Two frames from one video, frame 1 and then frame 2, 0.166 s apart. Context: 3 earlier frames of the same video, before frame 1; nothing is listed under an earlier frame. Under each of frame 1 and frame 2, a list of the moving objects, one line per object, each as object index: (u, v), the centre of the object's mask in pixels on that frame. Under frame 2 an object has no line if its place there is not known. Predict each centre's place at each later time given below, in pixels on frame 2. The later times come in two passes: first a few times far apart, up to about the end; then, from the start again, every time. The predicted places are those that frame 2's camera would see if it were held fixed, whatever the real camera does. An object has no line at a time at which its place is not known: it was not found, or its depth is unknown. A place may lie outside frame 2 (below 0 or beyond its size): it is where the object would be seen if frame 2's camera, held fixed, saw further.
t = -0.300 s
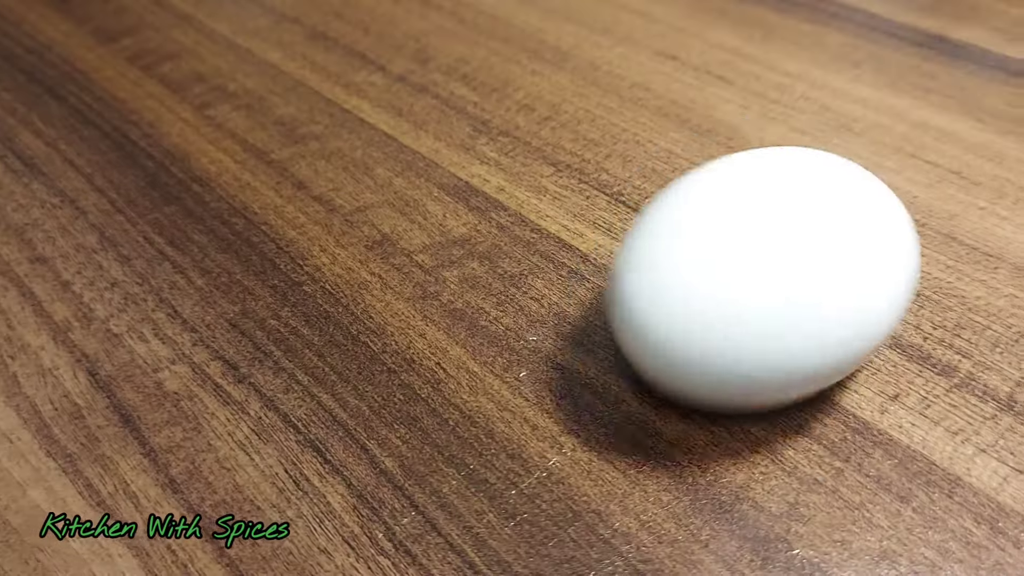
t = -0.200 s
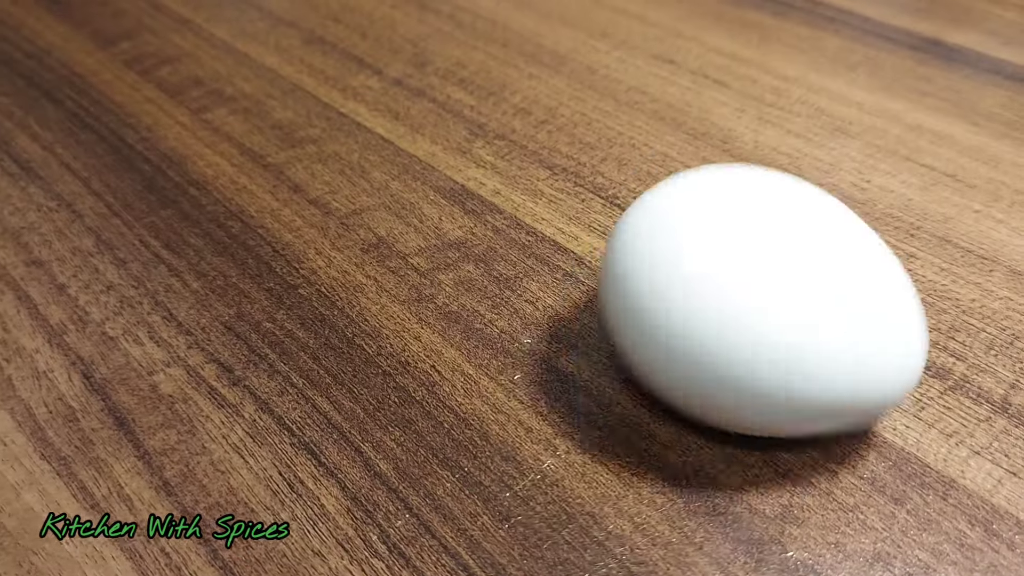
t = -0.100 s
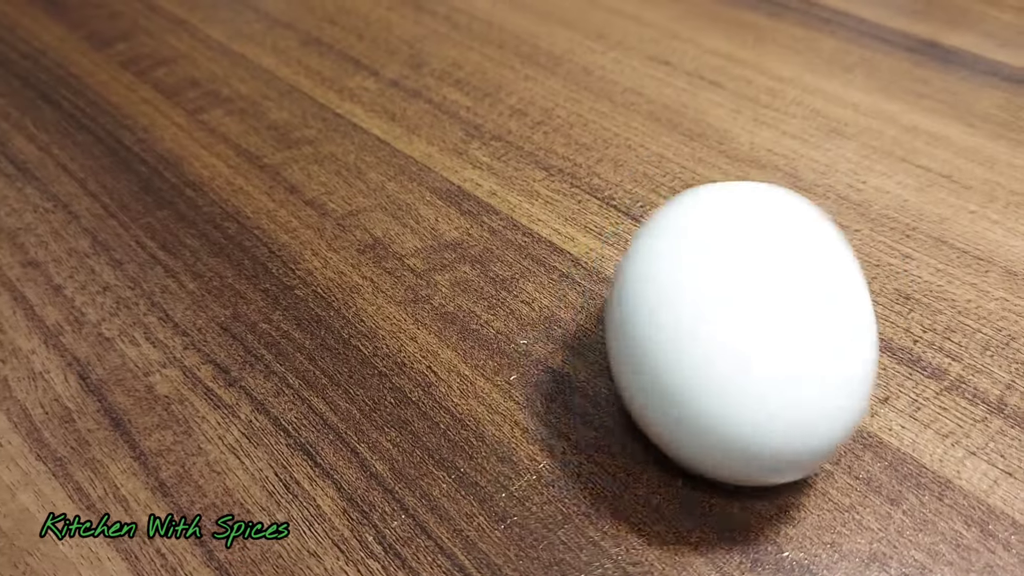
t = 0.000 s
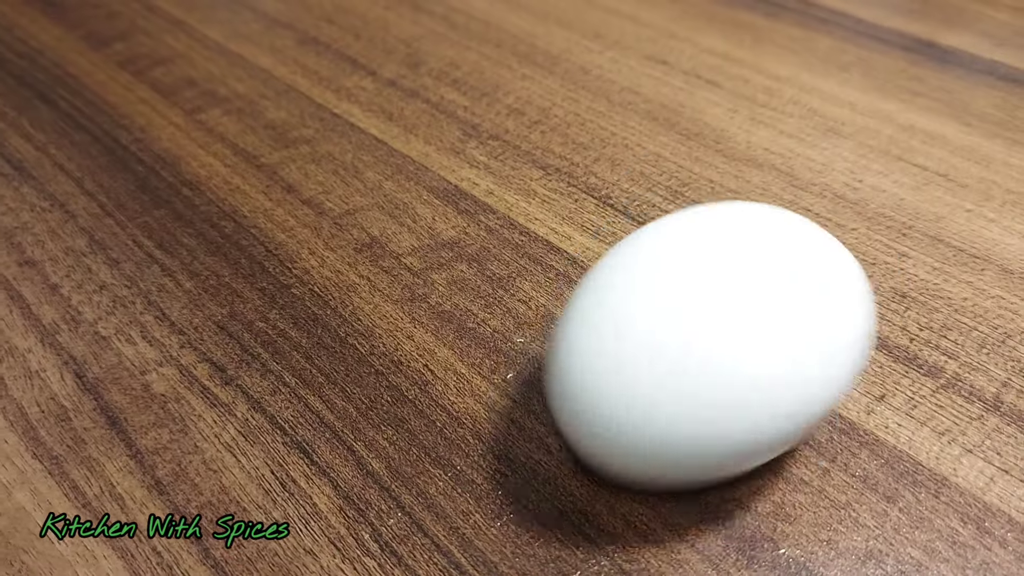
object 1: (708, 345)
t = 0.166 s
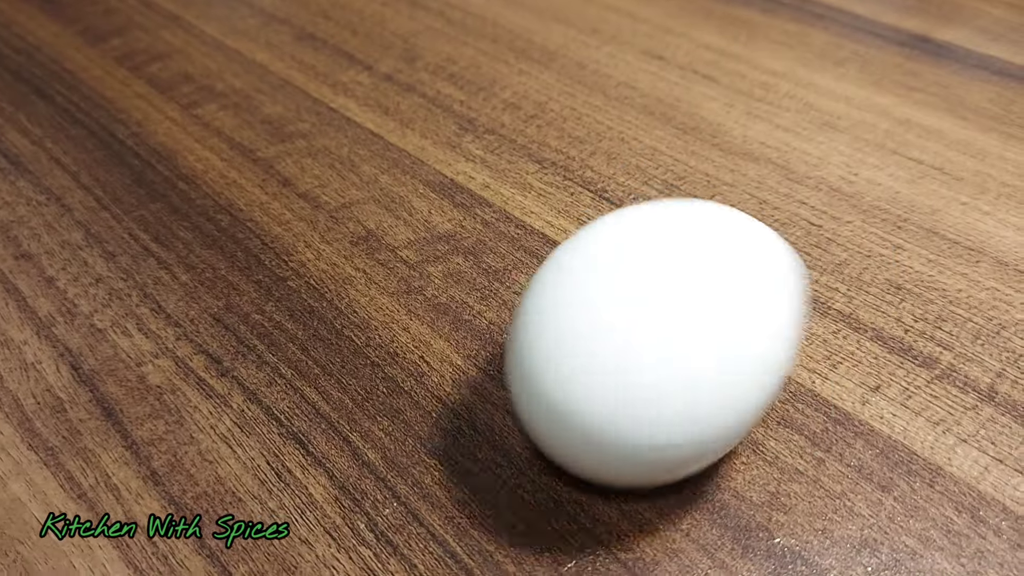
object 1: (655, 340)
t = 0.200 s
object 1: (647, 342)
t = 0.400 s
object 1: (600, 317)
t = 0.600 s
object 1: (570, 270)
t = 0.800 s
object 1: (609, 229)
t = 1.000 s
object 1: (682, 230)
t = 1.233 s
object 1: (728, 252)
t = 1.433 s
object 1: (737, 295)
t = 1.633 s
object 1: (704, 321)
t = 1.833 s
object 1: (662, 315)
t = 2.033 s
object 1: (629, 288)
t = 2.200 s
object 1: (630, 263)
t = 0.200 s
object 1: (647, 342)
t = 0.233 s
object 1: (640, 338)
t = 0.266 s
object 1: (625, 333)
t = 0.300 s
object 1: (612, 332)
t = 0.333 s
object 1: (606, 331)
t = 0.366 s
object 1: (604, 326)
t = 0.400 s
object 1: (600, 317)
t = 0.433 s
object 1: (591, 306)
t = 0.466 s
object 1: (581, 300)
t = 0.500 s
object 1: (577, 296)
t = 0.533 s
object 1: (578, 288)
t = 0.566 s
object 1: (576, 277)
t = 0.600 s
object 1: (570, 270)
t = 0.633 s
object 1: (570, 268)
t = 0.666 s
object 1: (580, 262)
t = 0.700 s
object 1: (593, 254)
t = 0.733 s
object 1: (602, 241)
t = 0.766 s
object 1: (605, 233)
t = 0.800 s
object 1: (609, 229)
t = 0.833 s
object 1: (623, 227)
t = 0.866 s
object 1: (636, 222)
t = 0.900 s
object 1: (640, 220)
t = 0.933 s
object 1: (647, 223)
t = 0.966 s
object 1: (662, 228)
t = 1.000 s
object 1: (682, 230)
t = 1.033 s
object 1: (697, 229)
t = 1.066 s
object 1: (702, 227)
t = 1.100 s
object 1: (705, 230)
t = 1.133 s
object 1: (715, 237)
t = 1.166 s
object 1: (727, 243)
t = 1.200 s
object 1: (730, 245)
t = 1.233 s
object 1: (728, 252)
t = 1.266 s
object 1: (733, 264)
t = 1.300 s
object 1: (743, 273)
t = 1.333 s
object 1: (750, 278)
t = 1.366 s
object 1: (749, 281)
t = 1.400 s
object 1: (742, 285)
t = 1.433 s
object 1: (737, 295)
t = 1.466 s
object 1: (737, 302)
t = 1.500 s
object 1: (734, 305)
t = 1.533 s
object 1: (723, 306)
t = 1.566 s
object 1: (710, 311)
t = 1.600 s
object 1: (706, 318)
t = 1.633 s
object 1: (704, 321)
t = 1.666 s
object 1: (700, 321)
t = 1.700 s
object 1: (691, 318)
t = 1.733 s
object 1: (678, 317)
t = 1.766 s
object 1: (670, 319)
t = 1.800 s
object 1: (667, 319)
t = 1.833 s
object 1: (662, 315)
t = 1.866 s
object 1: (651, 309)
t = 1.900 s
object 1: (641, 306)
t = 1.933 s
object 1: (637, 305)
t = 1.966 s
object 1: (636, 301)
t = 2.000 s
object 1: (634, 295)
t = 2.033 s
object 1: (629, 288)
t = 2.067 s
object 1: (623, 283)
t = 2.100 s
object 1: (621, 282)
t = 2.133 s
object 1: (624, 280)
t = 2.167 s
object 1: (630, 273)
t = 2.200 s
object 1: (630, 263)
